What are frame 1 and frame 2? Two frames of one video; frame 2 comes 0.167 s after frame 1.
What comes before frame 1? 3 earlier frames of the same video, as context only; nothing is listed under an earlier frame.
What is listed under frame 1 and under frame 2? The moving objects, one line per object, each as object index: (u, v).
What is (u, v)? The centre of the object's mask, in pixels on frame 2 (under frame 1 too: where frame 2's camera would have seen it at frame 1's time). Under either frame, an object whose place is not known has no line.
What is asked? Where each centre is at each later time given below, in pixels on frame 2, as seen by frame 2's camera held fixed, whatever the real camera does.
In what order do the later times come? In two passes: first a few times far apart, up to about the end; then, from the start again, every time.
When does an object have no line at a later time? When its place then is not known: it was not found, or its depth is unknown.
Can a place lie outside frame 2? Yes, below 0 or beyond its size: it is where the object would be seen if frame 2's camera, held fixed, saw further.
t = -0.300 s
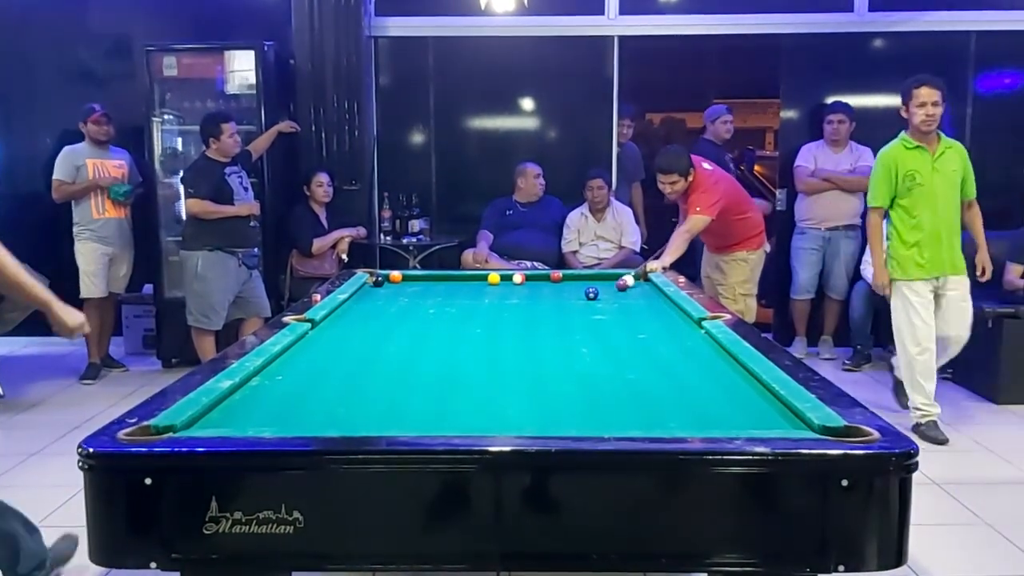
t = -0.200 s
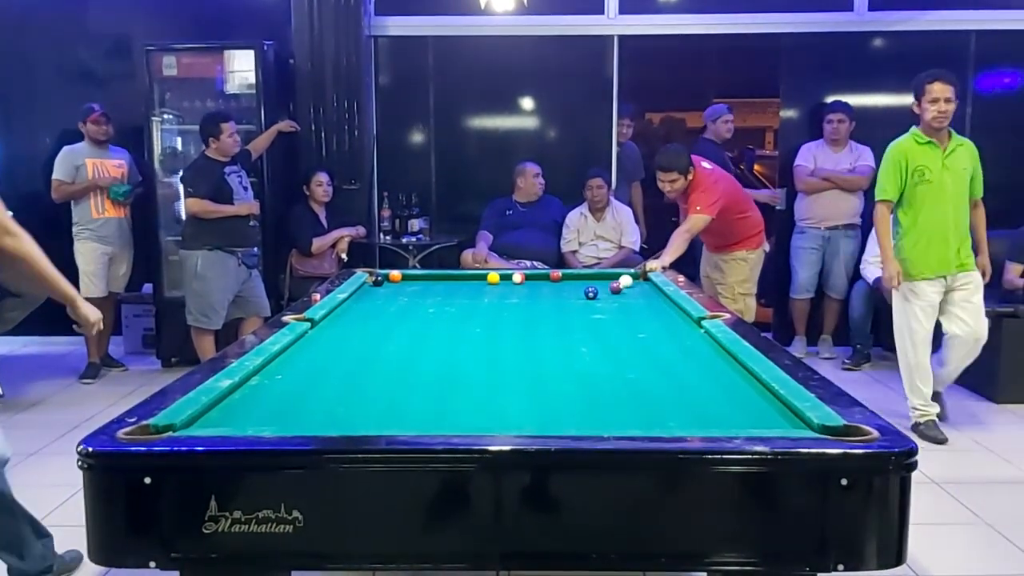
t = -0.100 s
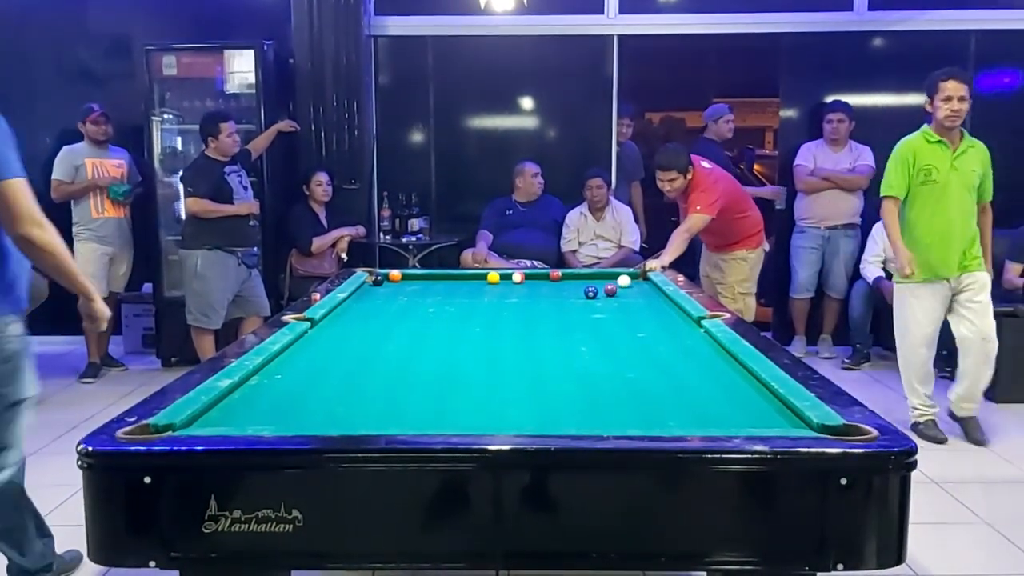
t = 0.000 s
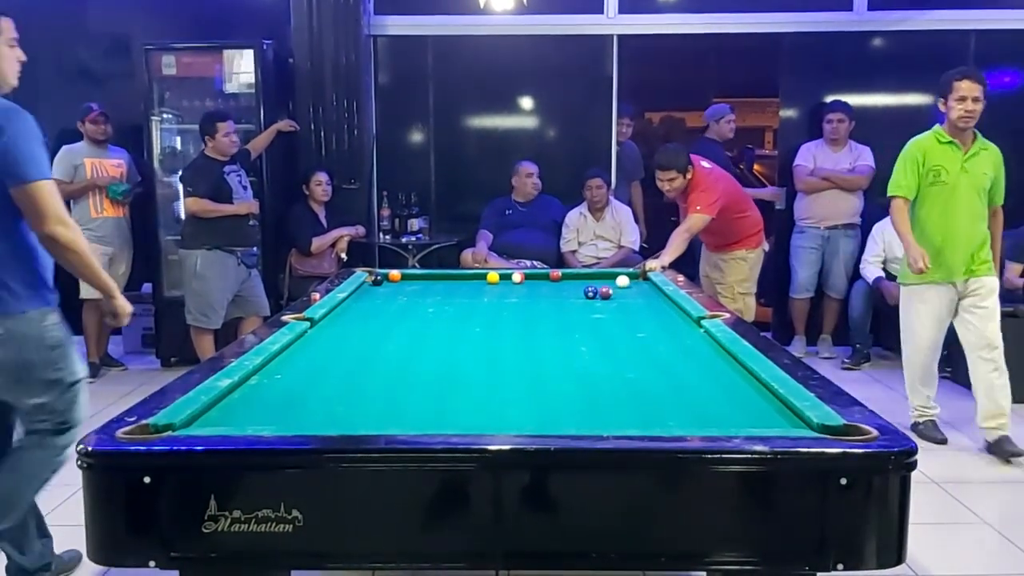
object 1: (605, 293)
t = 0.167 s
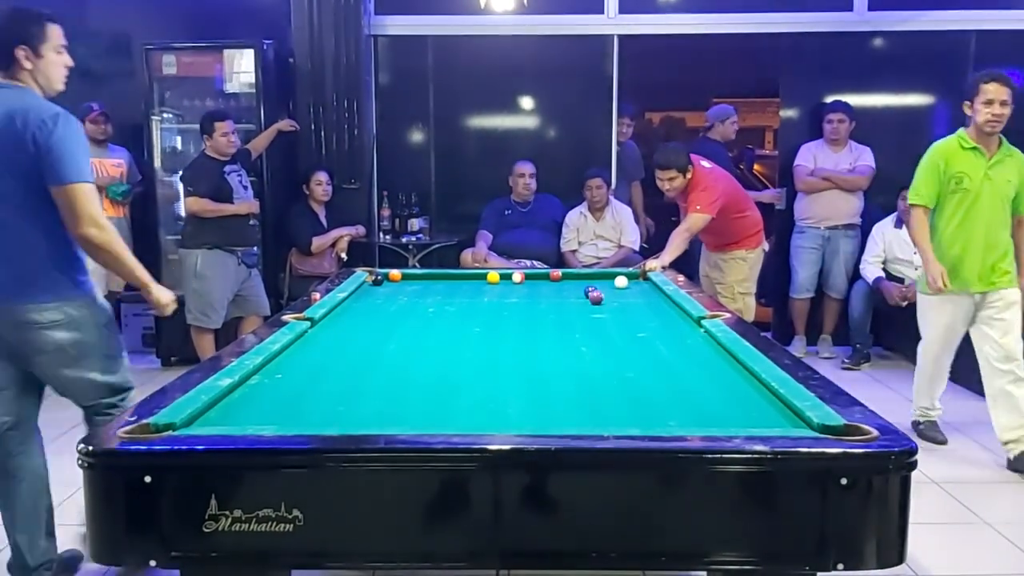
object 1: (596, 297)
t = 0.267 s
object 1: (590, 301)
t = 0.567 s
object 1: (573, 310)
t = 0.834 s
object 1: (557, 319)
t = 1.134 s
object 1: (537, 330)
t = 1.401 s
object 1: (518, 339)
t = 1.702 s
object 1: (494, 350)
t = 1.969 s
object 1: (472, 360)
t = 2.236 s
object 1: (451, 371)
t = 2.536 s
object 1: (427, 382)
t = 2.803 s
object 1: (405, 392)
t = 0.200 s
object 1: (594, 298)
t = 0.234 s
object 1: (592, 300)
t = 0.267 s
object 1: (590, 301)
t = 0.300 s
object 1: (588, 301)
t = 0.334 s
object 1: (587, 302)
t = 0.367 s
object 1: (584, 304)
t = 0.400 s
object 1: (583, 305)
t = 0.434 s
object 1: (580, 306)
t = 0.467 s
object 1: (579, 307)
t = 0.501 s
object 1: (577, 308)
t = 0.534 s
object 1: (575, 309)
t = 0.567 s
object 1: (573, 310)
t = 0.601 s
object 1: (571, 311)
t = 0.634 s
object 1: (569, 312)
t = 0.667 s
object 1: (567, 313)
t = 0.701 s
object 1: (565, 314)
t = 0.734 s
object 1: (563, 315)
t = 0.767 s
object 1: (561, 317)
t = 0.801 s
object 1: (559, 318)
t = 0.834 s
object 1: (557, 319)
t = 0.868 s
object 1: (554, 320)
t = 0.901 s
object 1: (552, 321)
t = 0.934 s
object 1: (550, 322)
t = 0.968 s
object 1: (548, 324)
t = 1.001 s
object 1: (546, 325)
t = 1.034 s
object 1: (544, 326)
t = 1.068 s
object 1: (541, 327)
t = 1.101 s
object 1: (539, 328)
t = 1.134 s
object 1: (537, 330)
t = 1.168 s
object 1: (535, 331)
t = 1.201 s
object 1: (532, 332)
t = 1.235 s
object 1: (530, 333)
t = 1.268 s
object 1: (527, 334)
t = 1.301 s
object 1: (525, 336)
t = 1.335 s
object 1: (523, 337)
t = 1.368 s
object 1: (520, 338)
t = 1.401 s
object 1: (518, 339)
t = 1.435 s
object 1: (515, 340)
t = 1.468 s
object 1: (513, 342)
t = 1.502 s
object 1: (510, 343)
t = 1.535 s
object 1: (507, 344)
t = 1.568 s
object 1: (505, 346)
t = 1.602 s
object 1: (502, 347)
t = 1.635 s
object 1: (500, 348)
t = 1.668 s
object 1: (497, 349)
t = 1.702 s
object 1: (494, 350)
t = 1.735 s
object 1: (492, 351)
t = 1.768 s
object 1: (489, 353)
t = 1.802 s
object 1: (486, 354)
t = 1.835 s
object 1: (483, 355)
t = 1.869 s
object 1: (481, 357)
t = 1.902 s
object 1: (478, 358)
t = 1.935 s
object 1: (475, 359)
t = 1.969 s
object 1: (472, 360)
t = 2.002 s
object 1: (470, 361)
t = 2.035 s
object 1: (467, 363)
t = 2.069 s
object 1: (464, 364)
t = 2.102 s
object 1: (462, 365)
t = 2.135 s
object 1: (459, 367)
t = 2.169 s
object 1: (456, 368)
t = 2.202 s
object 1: (454, 369)
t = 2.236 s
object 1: (451, 371)
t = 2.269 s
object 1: (448, 372)
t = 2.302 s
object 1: (445, 373)
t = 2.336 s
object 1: (442, 375)
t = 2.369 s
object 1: (440, 376)
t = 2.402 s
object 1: (437, 377)
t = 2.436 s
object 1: (435, 378)
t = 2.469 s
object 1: (432, 380)
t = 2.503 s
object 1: (429, 381)
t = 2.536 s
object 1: (427, 382)
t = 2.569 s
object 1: (424, 383)
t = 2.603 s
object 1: (421, 384)
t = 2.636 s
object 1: (418, 386)
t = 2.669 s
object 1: (416, 387)
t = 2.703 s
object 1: (413, 388)
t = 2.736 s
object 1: (410, 389)
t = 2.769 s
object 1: (408, 391)
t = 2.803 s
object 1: (405, 392)
